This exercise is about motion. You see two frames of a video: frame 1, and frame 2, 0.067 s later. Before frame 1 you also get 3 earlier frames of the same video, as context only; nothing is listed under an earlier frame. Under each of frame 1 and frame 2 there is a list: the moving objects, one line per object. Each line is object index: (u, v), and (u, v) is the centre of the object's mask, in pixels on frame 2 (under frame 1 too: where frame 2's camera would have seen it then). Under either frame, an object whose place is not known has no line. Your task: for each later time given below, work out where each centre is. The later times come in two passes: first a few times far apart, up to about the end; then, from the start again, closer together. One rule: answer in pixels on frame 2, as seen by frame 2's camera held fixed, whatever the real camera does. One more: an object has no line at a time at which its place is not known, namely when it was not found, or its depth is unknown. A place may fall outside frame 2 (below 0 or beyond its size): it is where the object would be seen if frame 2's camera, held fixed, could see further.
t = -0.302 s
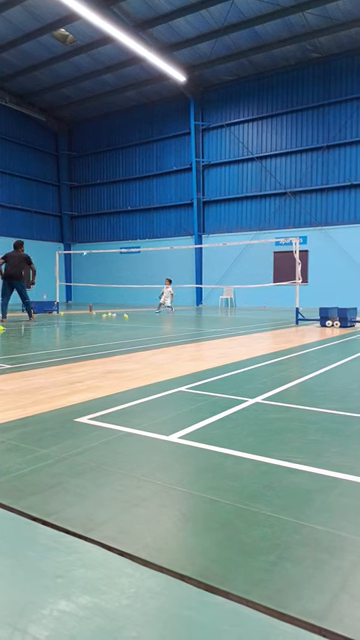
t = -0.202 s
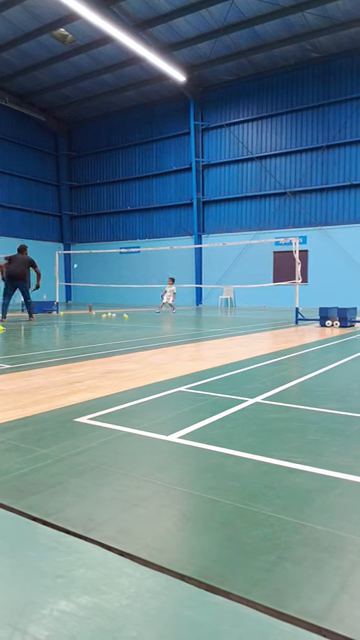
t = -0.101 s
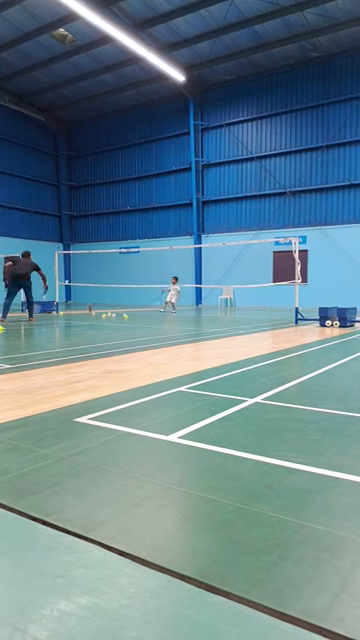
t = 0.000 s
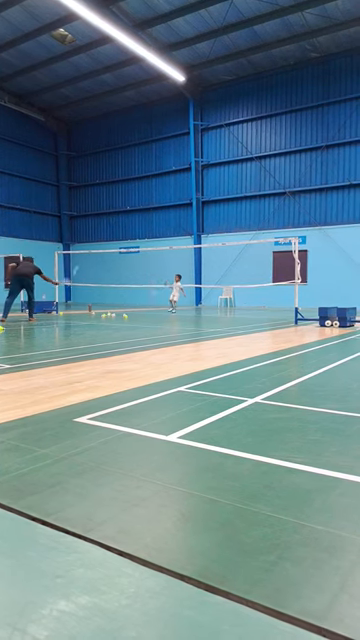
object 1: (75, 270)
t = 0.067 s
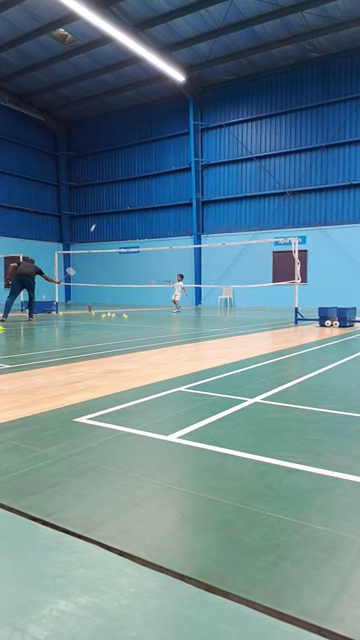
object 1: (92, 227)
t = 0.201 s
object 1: (119, 176)
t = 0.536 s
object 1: (158, 122)
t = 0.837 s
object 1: (182, 121)
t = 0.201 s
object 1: (119, 176)
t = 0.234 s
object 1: (124, 166)
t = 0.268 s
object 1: (130, 159)
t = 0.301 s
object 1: (134, 151)
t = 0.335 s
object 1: (138, 145)
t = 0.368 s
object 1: (141, 140)
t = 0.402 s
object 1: (145, 135)
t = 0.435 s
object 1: (148, 131)
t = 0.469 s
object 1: (152, 128)
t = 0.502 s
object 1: (156, 125)
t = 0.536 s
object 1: (158, 122)
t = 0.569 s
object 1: (162, 121)
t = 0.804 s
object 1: (180, 119)
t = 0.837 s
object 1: (182, 121)
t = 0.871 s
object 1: (184, 122)
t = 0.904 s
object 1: (186, 125)
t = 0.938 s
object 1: (188, 127)
